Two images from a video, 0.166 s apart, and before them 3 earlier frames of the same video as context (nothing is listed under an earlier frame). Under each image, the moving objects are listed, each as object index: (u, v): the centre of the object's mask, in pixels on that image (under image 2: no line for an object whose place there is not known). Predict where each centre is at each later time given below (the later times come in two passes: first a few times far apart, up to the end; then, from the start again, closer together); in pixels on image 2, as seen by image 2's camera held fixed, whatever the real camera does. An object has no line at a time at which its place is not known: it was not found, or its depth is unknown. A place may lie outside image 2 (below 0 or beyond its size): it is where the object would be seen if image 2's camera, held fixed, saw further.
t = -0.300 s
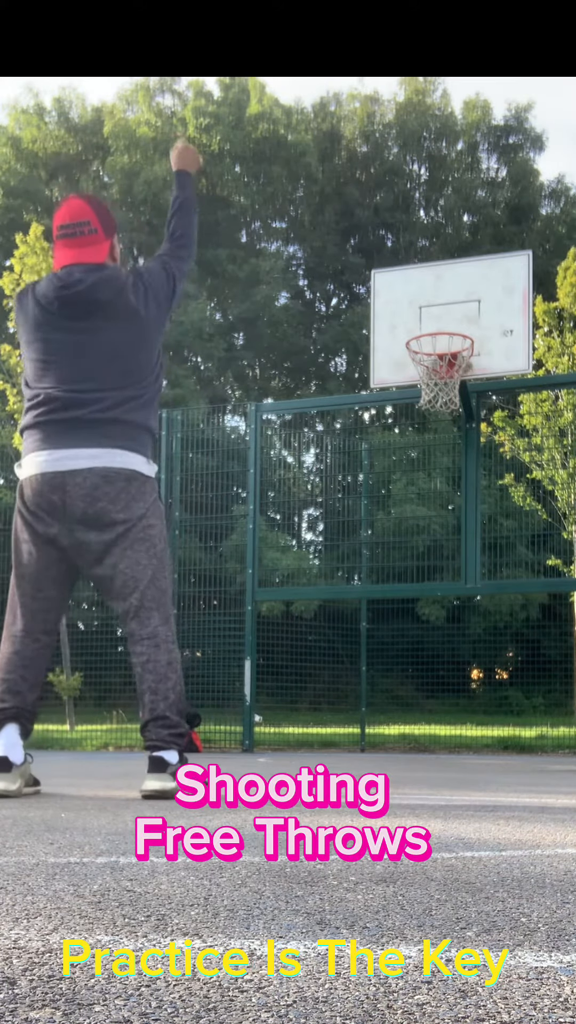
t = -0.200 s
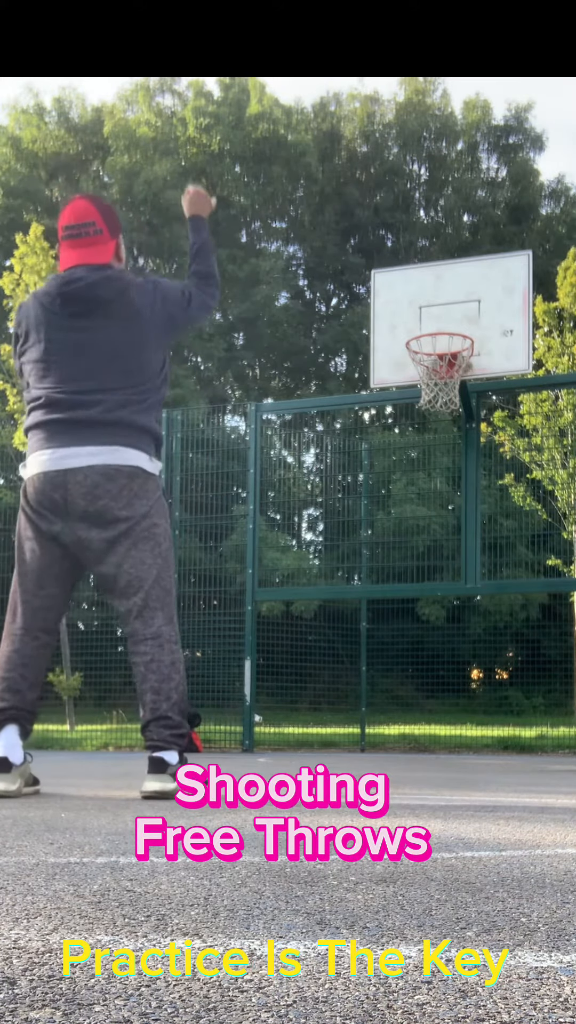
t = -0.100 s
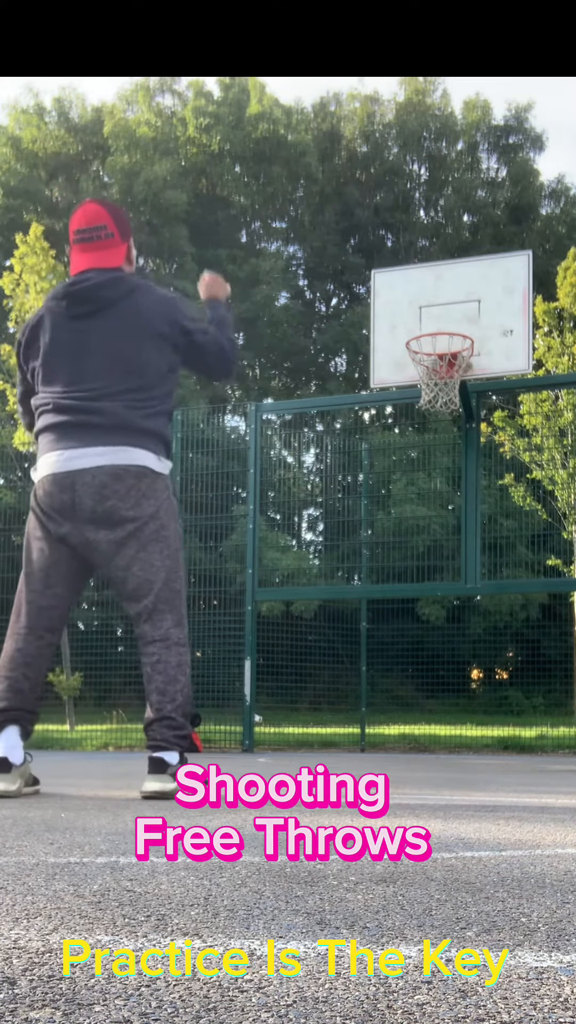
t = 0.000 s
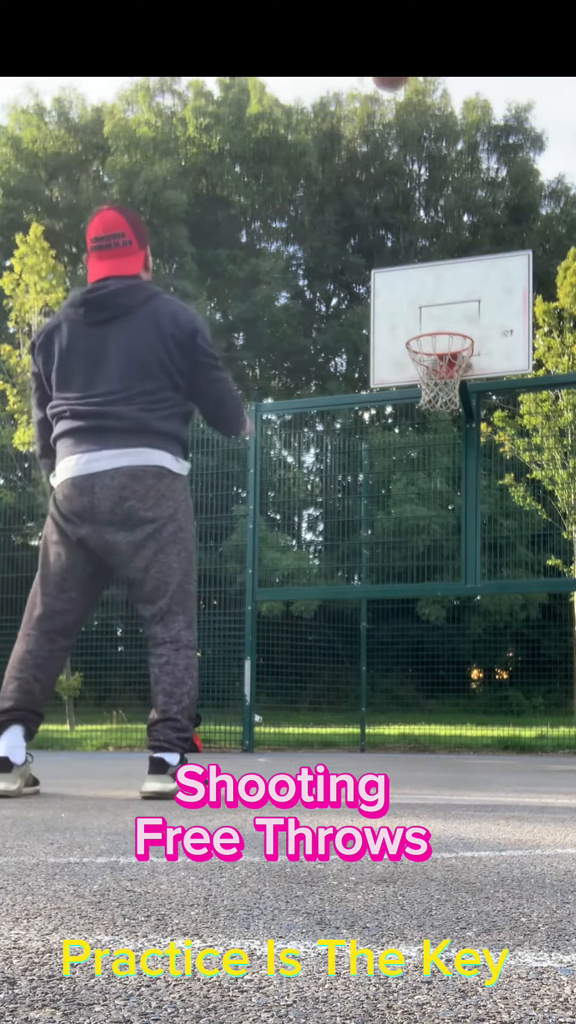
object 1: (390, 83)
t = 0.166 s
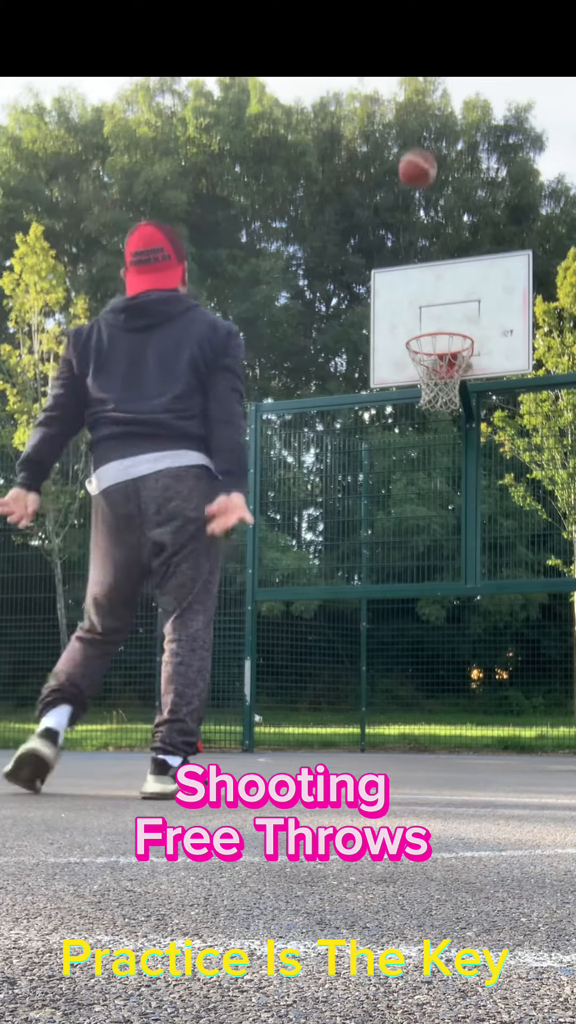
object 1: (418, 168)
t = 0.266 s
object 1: (432, 240)
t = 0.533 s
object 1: (431, 402)
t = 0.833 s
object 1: (380, 549)
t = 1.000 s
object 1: (351, 681)
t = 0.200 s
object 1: (422, 192)
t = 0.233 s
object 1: (427, 214)
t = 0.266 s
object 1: (432, 240)
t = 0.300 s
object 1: (436, 263)
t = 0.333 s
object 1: (440, 290)
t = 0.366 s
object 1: (445, 316)
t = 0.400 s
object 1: (448, 344)
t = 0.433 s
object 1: (448, 366)
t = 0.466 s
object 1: (445, 382)
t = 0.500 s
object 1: (439, 392)
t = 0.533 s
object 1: (431, 402)
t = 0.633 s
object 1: (415, 439)
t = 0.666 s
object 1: (409, 454)
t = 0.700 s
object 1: (403, 470)
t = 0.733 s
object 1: (398, 488)
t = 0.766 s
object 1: (391, 507)
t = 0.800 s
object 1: (386, 527)
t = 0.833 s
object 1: (380, 549)
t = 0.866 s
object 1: (375, 573)
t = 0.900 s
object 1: (369, 598)
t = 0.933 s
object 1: (363, 625)
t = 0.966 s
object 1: (357, 653)
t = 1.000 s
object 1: (351, 681)
